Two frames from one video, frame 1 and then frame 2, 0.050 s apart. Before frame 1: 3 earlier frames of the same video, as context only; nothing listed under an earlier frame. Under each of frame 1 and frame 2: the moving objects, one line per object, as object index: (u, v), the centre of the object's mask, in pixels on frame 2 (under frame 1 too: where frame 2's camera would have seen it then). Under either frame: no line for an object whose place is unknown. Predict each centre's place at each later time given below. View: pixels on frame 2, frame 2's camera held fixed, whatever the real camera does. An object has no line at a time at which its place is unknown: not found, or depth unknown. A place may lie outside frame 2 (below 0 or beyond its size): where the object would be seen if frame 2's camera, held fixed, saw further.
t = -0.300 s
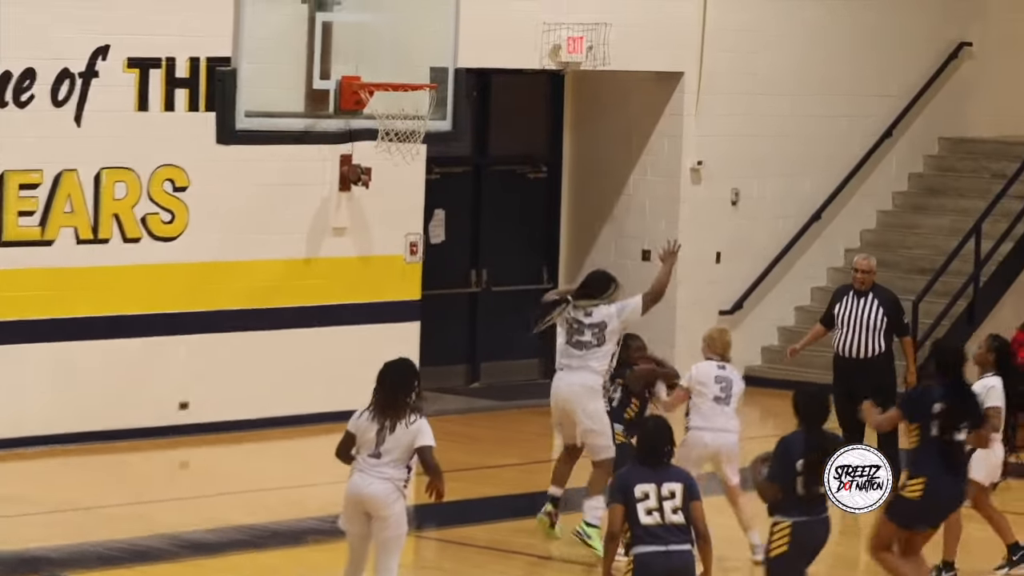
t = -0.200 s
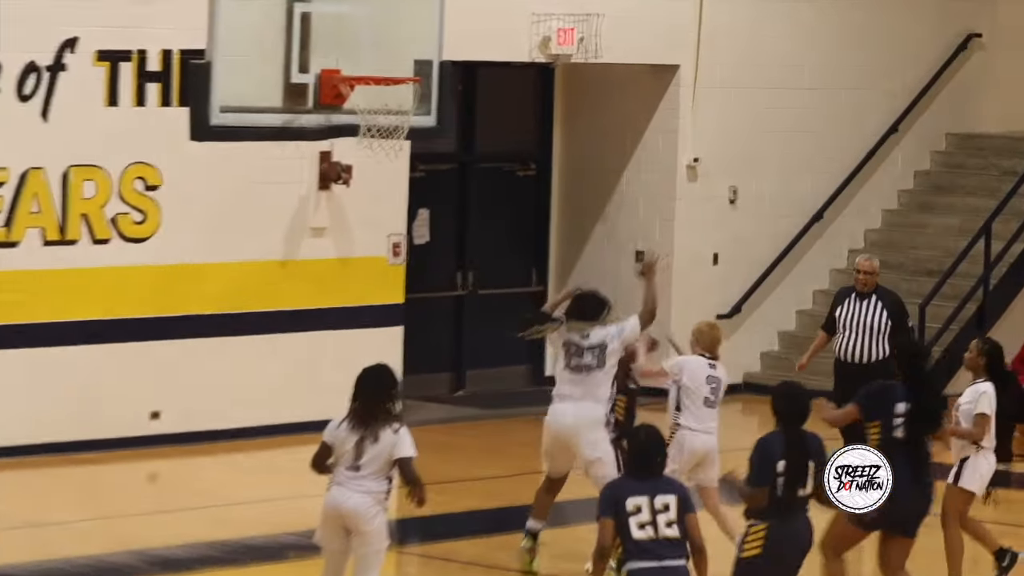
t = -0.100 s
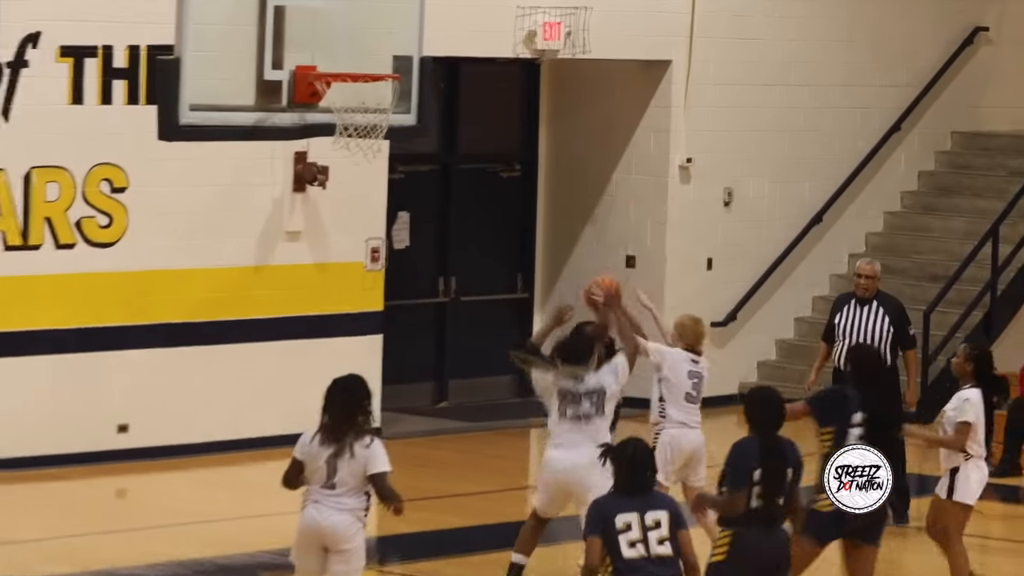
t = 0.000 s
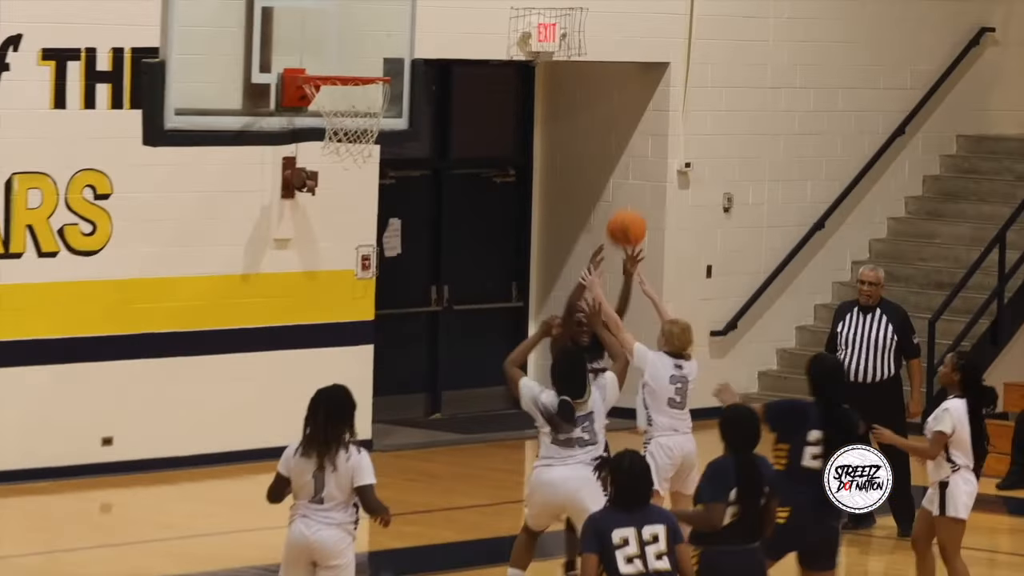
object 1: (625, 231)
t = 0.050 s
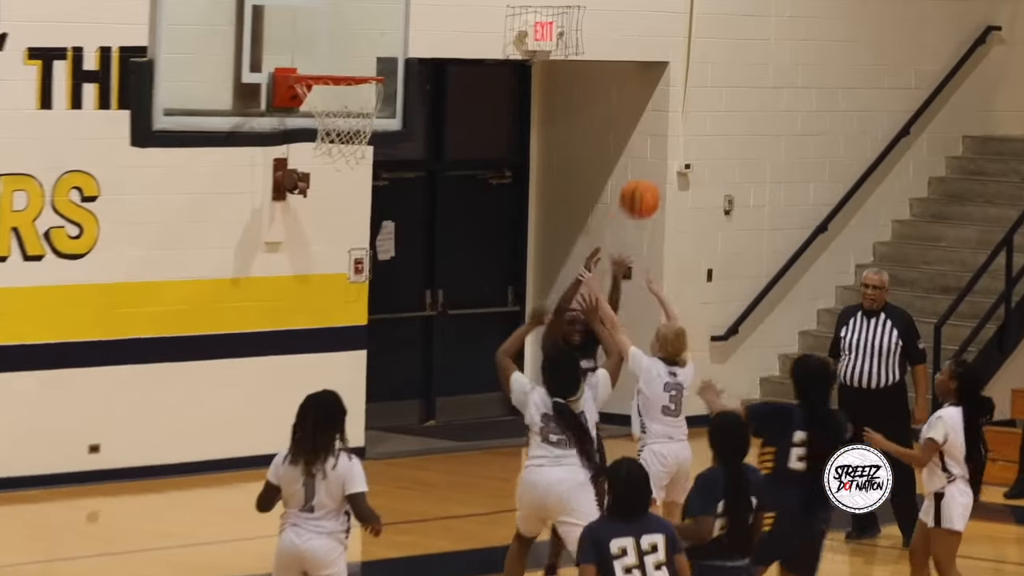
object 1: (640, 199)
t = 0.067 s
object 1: (644, 189)
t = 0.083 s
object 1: (650, 179)
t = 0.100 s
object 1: (655, 172)
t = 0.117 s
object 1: (660, 161)
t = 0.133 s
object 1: (666, 153)
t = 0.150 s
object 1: (671, 145)
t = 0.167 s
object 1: (676, 137)
